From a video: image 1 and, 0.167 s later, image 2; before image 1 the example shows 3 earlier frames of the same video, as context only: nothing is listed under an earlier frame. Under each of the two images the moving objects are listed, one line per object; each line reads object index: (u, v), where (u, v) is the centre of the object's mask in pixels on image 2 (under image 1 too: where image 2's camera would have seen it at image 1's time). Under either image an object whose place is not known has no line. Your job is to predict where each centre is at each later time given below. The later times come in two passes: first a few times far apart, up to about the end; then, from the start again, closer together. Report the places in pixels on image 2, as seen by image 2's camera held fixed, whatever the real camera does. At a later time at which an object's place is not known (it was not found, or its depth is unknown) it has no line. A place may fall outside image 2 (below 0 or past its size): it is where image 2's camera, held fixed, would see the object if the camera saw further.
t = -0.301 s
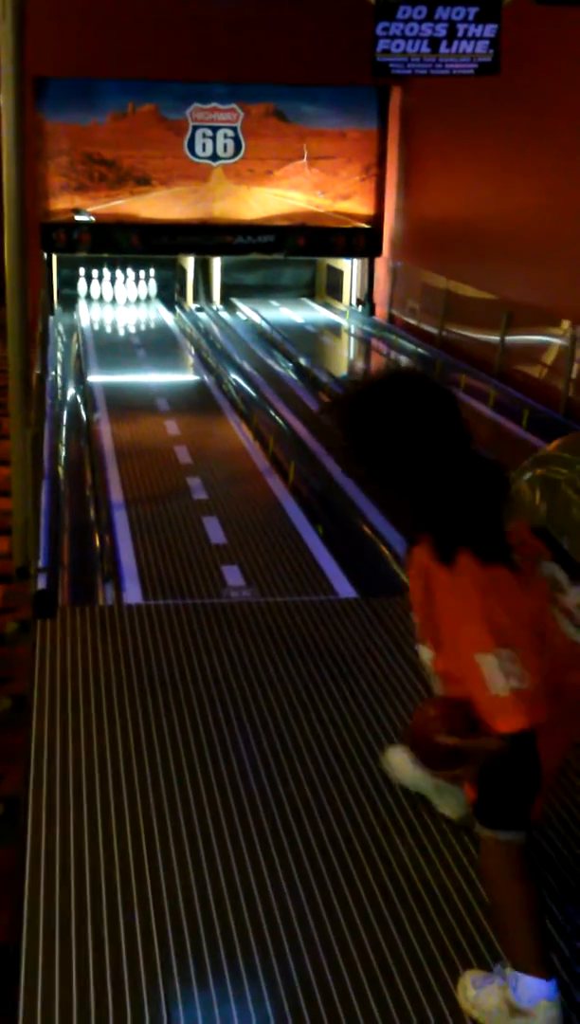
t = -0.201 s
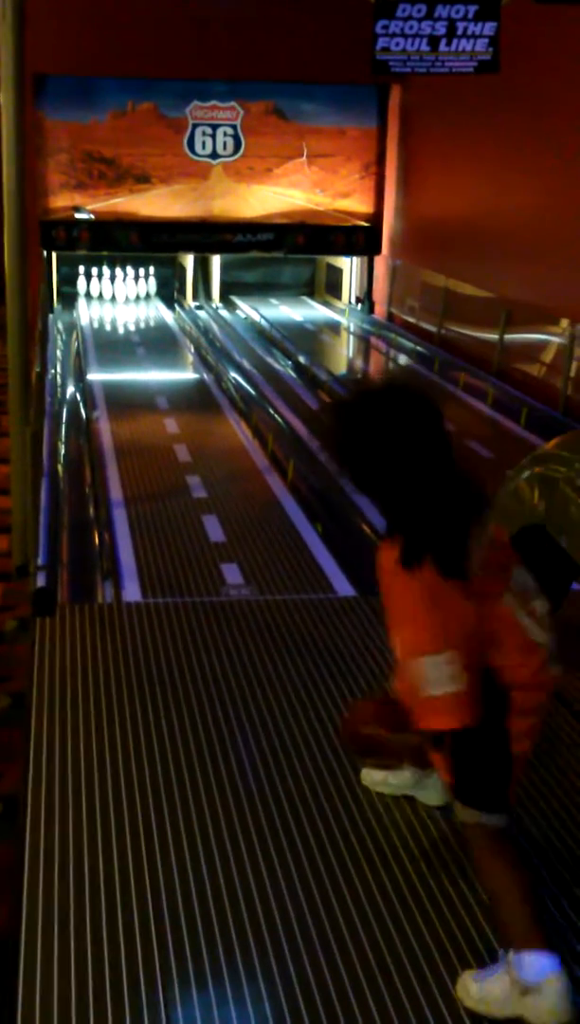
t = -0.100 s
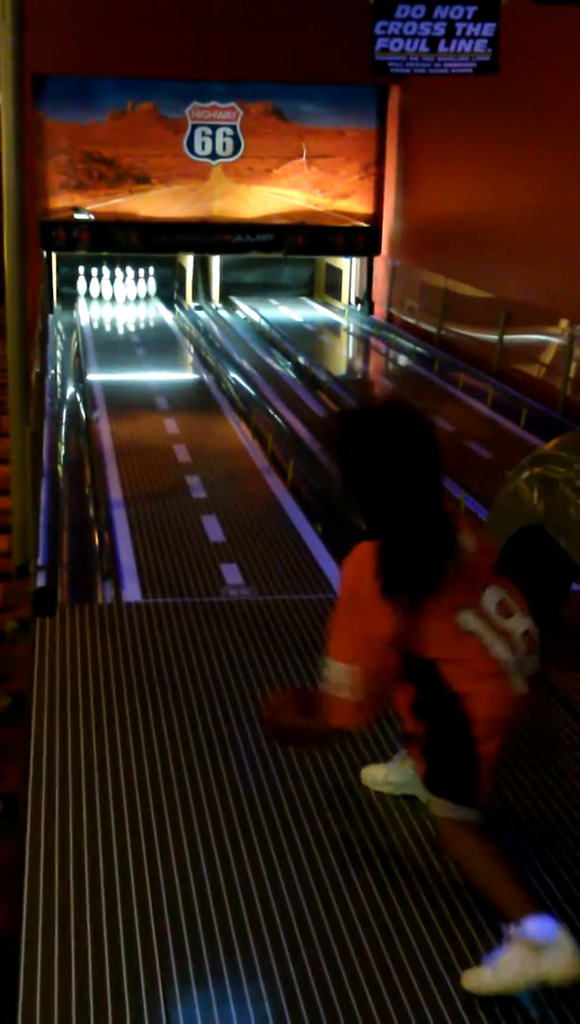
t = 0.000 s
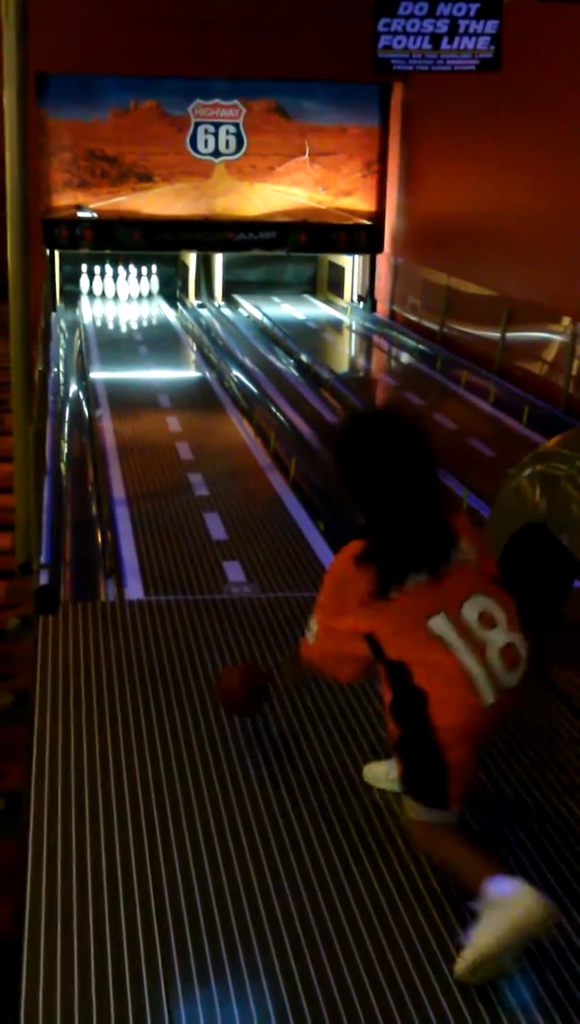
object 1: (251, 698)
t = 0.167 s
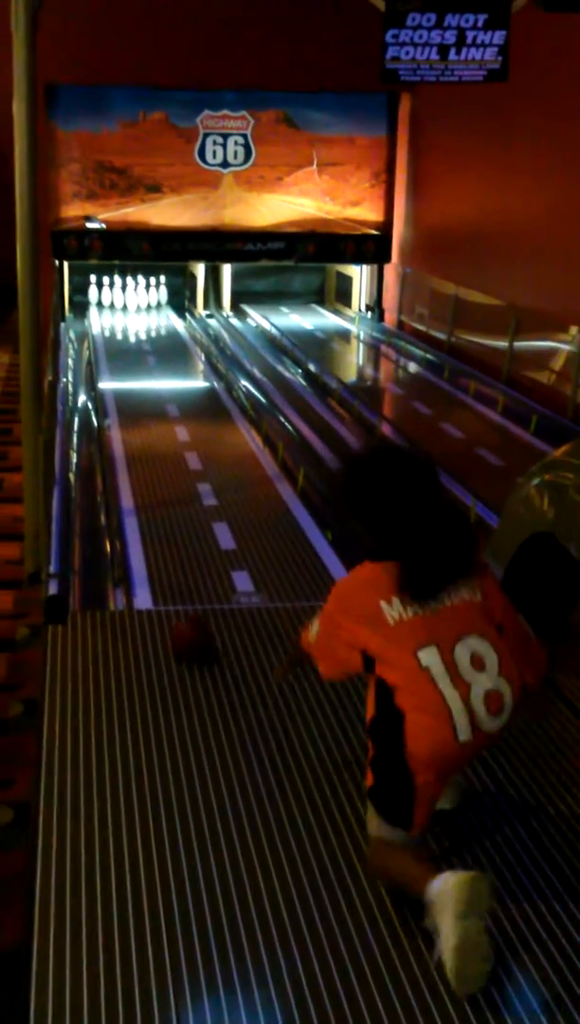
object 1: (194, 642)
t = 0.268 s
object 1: (167, 596)
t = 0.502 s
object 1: (125, 525)
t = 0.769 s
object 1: (148, 480)
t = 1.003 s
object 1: (171, 445)
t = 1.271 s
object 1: (192, 416)
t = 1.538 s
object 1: (209, 392)
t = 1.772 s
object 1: (220, 372)
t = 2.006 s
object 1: (205, 358)
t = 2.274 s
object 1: (189, 345)
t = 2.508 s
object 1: (177, 336)
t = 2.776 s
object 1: (165, 323)
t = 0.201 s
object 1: (186, 625)
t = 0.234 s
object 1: (177, 612)
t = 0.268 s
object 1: (167, 596)
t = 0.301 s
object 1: (160, 585)
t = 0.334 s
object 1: (150, 573)
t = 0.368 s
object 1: (142, 561)
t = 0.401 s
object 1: (138, 552)
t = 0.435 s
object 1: (131, 542)
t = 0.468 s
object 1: (126, 533)
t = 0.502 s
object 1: (125, 525)
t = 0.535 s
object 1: (125, 519)
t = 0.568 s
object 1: (125, 511)
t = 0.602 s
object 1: (129, 506)
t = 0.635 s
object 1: (133, 499)
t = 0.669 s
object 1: (137, 494)
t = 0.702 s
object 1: (141, 490)
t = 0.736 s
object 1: (145, 487)
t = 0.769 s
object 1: (148, 480)
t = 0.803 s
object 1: (152, 474)
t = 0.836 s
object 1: (156, 471)
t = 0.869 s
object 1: (159, 465)
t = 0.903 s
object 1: (162, 459)
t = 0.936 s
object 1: (165, 454)
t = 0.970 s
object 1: (168, 449)
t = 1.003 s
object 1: (171, 445)
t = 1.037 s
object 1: (173, 441)
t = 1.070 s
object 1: (176, 436)
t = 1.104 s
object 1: (179, 433)
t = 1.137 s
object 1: (181, 428)
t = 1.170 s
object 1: (184, 424)
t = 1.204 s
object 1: (187, 421)
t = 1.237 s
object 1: (189, 419)
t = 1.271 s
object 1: (192, 416)
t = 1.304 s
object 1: (194, 414)
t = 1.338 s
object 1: (196, 410)
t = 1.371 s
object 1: (198, 407)
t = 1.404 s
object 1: (201, 404)
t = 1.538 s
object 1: (209, 392)
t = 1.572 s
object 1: (211, 389)
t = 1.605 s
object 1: (213, 386)
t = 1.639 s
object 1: (215, 384)
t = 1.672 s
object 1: (217, 380)
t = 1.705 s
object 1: (218, 378)
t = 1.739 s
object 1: (220, 374)
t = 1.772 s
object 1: (220, 372)
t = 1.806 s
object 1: (219, 371)
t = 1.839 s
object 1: (216, 368)
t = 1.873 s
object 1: (215, 367)
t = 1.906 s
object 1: (213, 364)
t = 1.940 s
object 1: (210, 362)
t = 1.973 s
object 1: (207, 360)
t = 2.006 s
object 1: (205, 358)
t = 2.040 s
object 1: (203, 356)
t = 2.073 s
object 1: (201, 355)
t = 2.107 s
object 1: (198, 352)
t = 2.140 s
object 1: (197, 352)
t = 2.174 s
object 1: (195, 350)
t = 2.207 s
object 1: (193, 348)
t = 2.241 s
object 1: (190, 346)
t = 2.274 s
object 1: (189, 345)
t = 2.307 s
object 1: (187, 344)
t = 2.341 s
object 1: (185, 342)
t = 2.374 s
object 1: (184, 341)
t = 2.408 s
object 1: (182, 339)
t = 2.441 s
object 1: (180, 338)
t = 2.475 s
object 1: (179, 336)
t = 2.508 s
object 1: (177, 336)
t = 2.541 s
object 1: (176, 334)
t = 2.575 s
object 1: (174, 333)
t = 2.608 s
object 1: (172, 331)
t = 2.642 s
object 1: (171, 330)
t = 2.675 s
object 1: (170, 328)
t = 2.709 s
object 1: (170, 327)
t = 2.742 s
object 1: (168, 325)
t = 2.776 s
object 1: (165, 323)
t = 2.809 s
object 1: (164, 322)
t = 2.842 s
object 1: (163, 321)
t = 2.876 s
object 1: (162, 320)
